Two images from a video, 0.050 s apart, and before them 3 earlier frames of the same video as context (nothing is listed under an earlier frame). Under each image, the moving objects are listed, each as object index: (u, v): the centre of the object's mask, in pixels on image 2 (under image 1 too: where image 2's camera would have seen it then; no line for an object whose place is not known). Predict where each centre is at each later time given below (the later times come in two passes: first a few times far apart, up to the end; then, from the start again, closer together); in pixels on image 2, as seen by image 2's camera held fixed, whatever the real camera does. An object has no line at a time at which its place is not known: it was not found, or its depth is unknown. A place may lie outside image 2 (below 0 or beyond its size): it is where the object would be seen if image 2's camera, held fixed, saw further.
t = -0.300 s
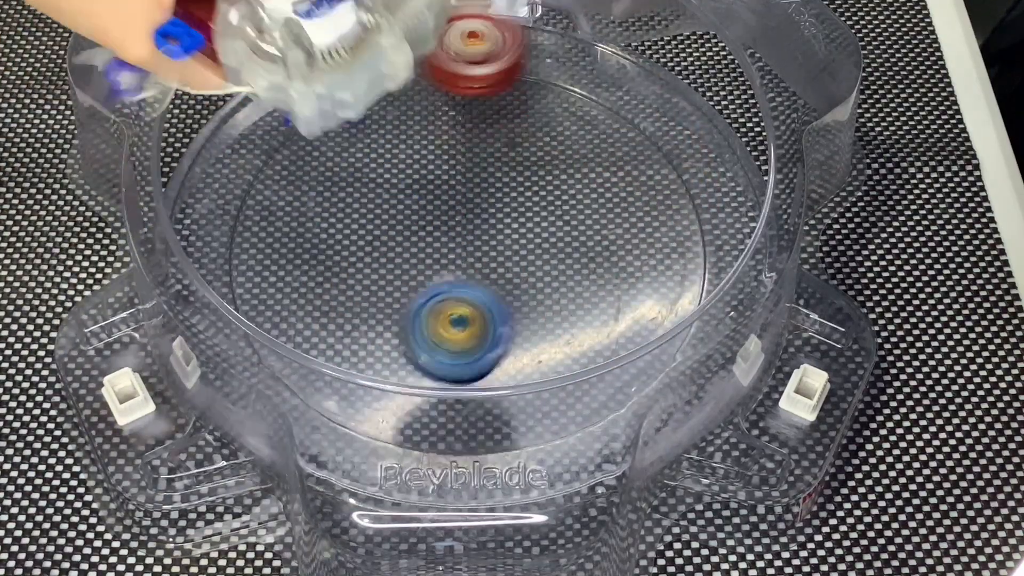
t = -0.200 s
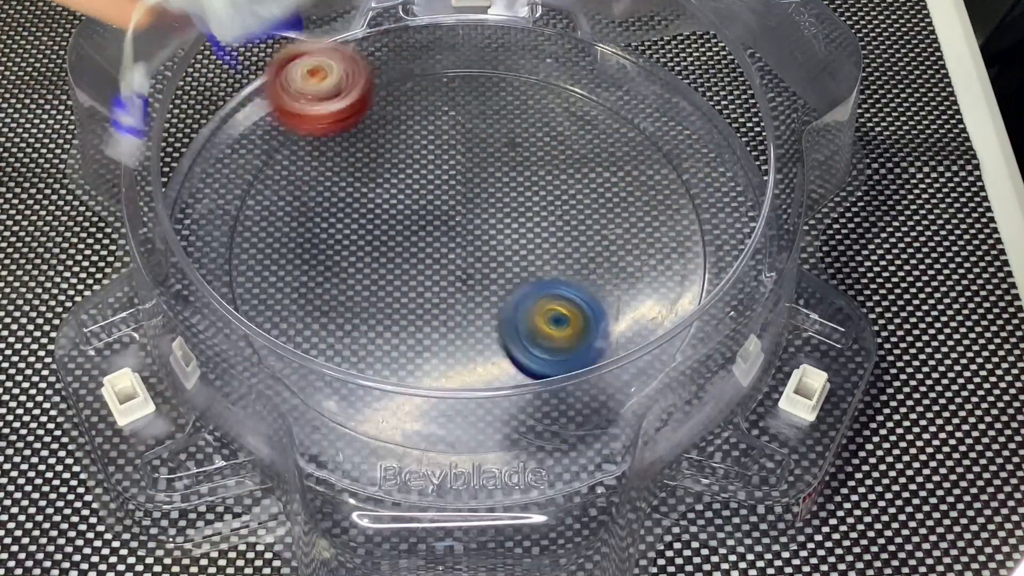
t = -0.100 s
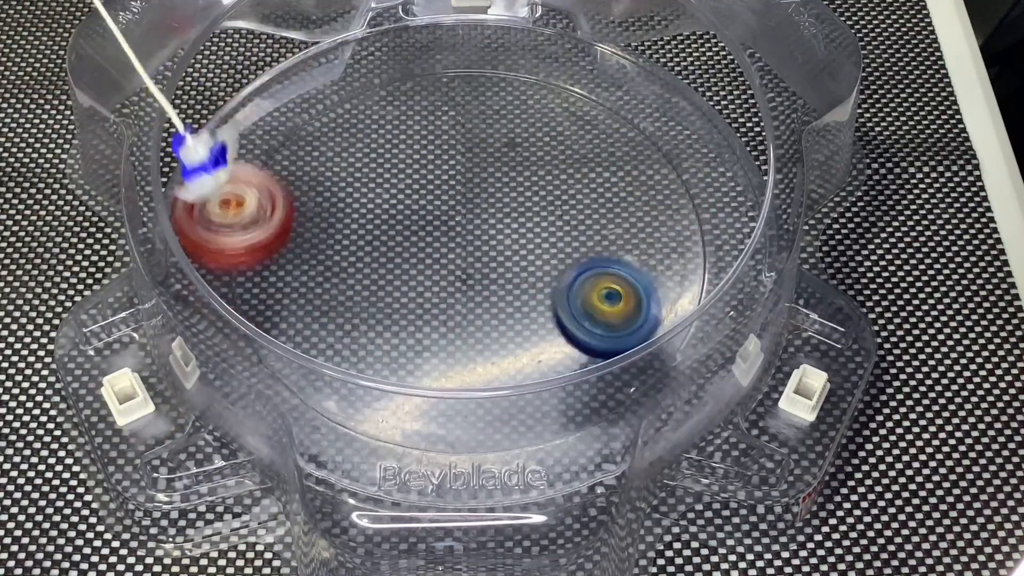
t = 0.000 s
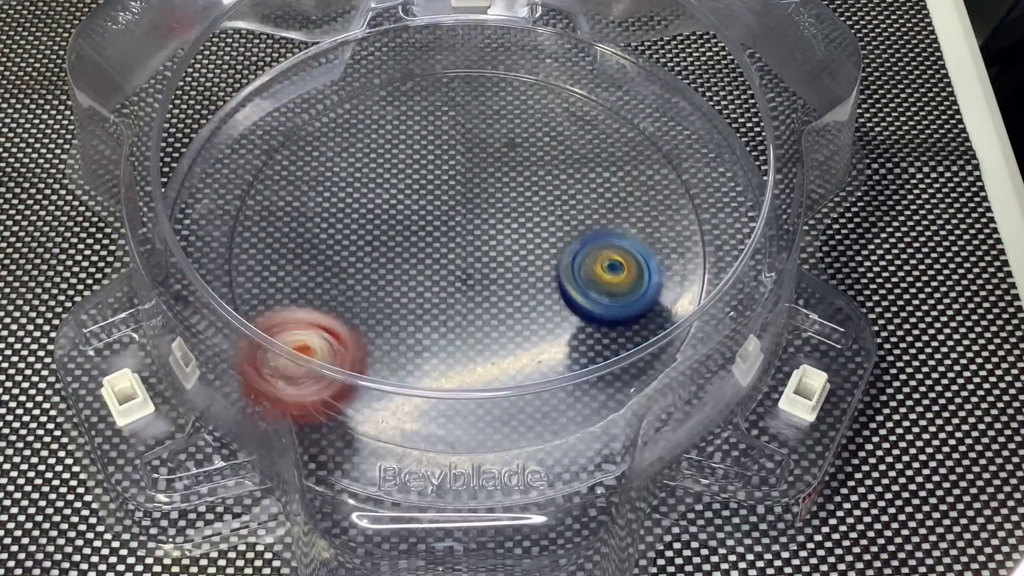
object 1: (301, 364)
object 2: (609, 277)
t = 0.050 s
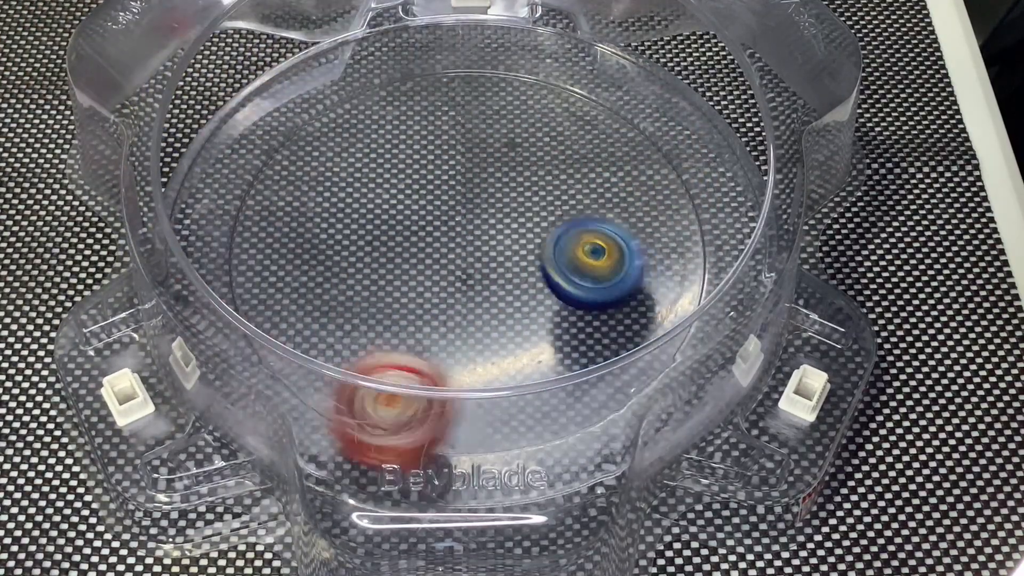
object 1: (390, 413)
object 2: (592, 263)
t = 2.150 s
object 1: (543, 57)
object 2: (359, 238)
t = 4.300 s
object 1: (344, 79)
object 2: (489, 200)
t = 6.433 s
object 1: (378, 92)
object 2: (492, 243)
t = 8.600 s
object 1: (504, 250)
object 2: (543, 94)
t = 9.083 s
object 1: (489, 383)
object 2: (506, 183)
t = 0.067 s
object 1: (429, 421)
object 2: (584, 258)
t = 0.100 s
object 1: (502, 422)
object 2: (566, 249)
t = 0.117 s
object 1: (537, 415)
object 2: (555, 245)
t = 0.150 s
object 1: (598, 391)
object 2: (532, 239)
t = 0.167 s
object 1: (626, 373)
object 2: (519, 236)
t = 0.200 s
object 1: (667, 330)
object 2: (493, 234)
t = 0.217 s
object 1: (683, 306)
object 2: (481, 234)
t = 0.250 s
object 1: (692, 253)
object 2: (454, 232)
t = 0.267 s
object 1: (698, 233)
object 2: (440, 232)
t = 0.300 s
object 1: (698, 186)
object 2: (414, 234)
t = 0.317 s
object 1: (687, 165)
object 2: (402, 234)
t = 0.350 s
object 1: (659, 125)
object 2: (381, 233)
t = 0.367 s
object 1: (642, 107)
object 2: (373, 232)
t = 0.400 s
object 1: (597, 77)
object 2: (359, 227)
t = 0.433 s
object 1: (547, 58)
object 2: (350, 222)
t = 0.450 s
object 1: (518, 53)
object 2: (348, 219)
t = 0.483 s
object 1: (458, 51)
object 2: (348, 214)
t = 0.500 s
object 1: (428, 51)
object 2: (351, 211)
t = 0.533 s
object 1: (371, 64)
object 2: (360, 205)
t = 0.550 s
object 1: (343, 75)
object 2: (367, 202)
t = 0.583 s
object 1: (296, 107)
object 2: (383, 198)
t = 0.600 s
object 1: (275, 125)
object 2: (392, 195)
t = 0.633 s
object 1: (246, 170)
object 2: (413, 194)
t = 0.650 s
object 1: (236, 193)
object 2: (426, 195)
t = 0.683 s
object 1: (237, 242)
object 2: (449, 196)
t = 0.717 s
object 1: (245, 294)
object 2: (473, 201)
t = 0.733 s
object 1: (261, 318)
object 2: (485, 205)
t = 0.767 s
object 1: (299, 361)
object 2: (507, 214)
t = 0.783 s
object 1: (322, 380)
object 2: (518, 219)
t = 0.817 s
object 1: (379, 411)
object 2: (536, 233)
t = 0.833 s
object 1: (412, 419)
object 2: (544, 241)
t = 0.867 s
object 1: (479, 422)
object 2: (556, 256)
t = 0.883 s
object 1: (511, 421)
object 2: (562, 266)
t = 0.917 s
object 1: (570, 405)
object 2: (567, 286)
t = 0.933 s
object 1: (595, 391)
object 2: (566, 294)
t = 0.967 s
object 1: (635, 364)
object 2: (553, 292)
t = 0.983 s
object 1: (643, 339)
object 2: (545, 288)
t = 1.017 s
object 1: (656, 306)
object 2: (530, 277)
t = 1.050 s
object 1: (660, 263)
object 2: (512, 266)
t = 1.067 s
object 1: (660, 245)
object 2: (503, 262)
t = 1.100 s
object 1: (653, 201)
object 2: (487, 255)
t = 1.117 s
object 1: (646, 180)
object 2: (479, 251)
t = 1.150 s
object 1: (623, 140)
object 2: (465, 245)
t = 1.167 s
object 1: (610, 122)
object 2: (459, 241)
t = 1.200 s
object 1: (579, 90)
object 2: (446, 233)
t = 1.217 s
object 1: (560, 77)
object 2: (440, 229)
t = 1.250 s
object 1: (522, 56)
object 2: (431, 219)
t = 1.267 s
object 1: (500, 48)
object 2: (428, 214)
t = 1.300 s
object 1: (454, 54)
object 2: (425, 203)
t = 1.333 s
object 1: (405, 63)
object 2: (424, 193)
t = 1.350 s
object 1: (382, 71)
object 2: (426, 187)
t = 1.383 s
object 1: (335, 87)
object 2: (431, 181)
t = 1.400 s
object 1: (312, 97)
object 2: (435, 179)
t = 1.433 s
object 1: (277, 125)
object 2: (446, 174)
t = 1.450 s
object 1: (266, 146)
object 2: (453, 173)
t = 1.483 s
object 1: (245, 184)
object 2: (466, 172)
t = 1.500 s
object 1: (237, 206)
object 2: (474, 172)
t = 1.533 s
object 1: (236, 245)
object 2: (489, 175)
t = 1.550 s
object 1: (241, 269)
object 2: (497, 176)
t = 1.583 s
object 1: (258, 313)
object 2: (512, 184)
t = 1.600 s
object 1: (271, 336)
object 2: (517, 188)
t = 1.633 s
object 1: (310, 372)
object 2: (528, 200)
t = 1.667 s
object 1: (360, 403)
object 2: (534, 215)
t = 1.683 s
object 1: (389, 414)
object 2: (535, 224)
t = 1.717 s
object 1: (449, 435)
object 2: (535, 240)
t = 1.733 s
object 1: (480, 435)
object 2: (532, 247)
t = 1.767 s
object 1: (538, 416)
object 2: (524, 263)
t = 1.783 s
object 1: (564, 407)
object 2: (518, 272)
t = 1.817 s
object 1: (613, 382)
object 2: (504, 285)
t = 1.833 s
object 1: (633, 369)
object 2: (495, 291)
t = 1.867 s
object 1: (665, 332)
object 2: (477, 300)
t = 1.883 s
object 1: (680, 314)
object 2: (468, 303)
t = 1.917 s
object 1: (699, 274)
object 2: (449, 306)
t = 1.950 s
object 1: (700, 231)
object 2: (431, 306)
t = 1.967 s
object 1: (703, 212)
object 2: (421, 305)
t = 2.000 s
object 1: (693, 175)
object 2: (402, 298)
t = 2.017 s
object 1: (683, 156)
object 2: (395, 295)
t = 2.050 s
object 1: (658, 123)
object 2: (380, 284)
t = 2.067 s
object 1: (642, 108)
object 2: (375, 278)
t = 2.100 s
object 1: (606, 82)
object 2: (366, 263)
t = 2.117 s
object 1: (586, 73)
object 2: (362, 255)
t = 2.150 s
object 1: (543, 57)
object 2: (359, 238)
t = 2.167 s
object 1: (519, 53)
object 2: (360, 232)
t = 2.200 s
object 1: (471, 50)
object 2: (365, 217)
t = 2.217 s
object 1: (446, 52)
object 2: (368, 211)
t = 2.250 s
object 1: (399, 57)
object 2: (377, 199)
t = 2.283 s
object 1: (355, 72)
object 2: (390, 189)
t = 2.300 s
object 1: (332, 83)
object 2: (396, 183)
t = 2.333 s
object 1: (296, 109)
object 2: (411, 176)
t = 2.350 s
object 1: (280, 124)
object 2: (419, 174)
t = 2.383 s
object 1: (253, 158)
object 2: (438, 169)
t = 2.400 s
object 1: (243, 178)
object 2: (447, 169)
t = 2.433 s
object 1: (232, 218)
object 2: (467, 168)
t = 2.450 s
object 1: (235, 237)
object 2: (475, 169)
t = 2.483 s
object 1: (249, 272)
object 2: (494, 177)
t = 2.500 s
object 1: (248, 299)
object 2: (503, 182)
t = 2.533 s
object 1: (271, 339)
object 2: (517, 194)
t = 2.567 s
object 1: (308, 374)
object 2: (529, 209)
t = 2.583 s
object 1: (328, 387)
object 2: (532, 218)
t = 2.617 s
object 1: (377, 411)
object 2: (538, 237)
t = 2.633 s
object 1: (403, 420)
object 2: (539, 245)
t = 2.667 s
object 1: (458, 440)
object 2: (539, 260)
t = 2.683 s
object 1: (486, 439)
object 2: (537, 267)
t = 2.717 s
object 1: (537, 417)
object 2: (533, 282)
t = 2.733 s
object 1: (562, 409)
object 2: (529, 288)
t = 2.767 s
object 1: (607, 388)
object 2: (519, 300)
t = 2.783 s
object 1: (628, 375)
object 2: (513, 306)
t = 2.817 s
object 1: (663, 345)
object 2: (497, 316)
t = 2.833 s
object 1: (676, 326)
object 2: (487, 320)
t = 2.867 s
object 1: (695, 287)
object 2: (466, 327)
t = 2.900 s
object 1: (697, 244)
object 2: (443, 329)
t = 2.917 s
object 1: (701, 226)
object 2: (431, 329)
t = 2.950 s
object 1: (699, 189)
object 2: (411, 325)
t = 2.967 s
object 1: (691, 170)
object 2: (403, 321)
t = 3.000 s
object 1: (668, 137)
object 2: (389, 311)
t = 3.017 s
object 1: (655, 121)
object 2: (384, 306)
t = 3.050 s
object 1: (622, 94)
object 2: (376, 294)
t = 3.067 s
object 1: (603, 84)
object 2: (373, 287)
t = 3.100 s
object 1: (563, 63)
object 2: (367, 273)
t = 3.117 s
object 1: (543, 59)
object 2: (366, 264)
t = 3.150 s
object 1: (496, 52)
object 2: (365, 247)
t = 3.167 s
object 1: (474, 52)
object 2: (367, 238)
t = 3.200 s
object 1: (428, 53)
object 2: (374, 221)
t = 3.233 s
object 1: (385, 63)
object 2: (384, 206)
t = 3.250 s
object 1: (364, 69)
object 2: (391, 201)
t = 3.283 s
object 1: (324, 88)
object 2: (408, 190)
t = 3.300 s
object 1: (307, 100)
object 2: (417, 185)
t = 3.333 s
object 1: (276, 127)
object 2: (437, 179)
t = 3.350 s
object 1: (263, 142)
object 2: (445, 178)
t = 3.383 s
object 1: (243, 177)
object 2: (465, 178)
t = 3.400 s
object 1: (236, 194)
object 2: (475, 178)
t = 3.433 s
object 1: (233, 232)
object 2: (495, 185)
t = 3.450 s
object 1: (238, 250)
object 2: (503, 188)
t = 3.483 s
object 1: (243, 290)
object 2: (520, 199)
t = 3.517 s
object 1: (262, 327)
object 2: (534, 214)
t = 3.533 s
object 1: (277, 343)
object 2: (539, 221)
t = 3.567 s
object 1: (310, 376)
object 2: (547, 239)
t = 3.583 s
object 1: (329, 390)
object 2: (549, 248)
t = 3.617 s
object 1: (376, 413)
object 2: (549, 265)
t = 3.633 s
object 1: (401, 420)
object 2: (547, 274)
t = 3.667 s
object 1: (454, 441)
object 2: (541, 291)
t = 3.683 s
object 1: (479, 437)
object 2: (536, 298)
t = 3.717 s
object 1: (532, 418)
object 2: (523, 310)
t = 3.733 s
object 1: (557, 412)
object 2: (514, 315)
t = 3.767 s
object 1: (602, 389)
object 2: (500, 327)
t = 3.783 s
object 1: (625, 377)
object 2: (490, 330)
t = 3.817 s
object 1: (659, 347)
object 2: (469, 335)
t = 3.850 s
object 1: (682, 308)
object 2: (448, 333)
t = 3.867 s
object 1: (692, 291)
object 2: (438, 332)
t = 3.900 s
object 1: (698, 251)
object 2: (418, 326)
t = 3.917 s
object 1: (699, 232)
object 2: (409, 321)
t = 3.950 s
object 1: (699, 196)
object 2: (394, 308)
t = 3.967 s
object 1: (692, 178)
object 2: (389, 300)
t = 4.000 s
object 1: (674, 145)
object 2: (383, 284)
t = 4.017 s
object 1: (662, 130)
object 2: (381, 276)
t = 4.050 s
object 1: (634, 103)
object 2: (381, 259)
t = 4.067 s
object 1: (618, 92)
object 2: (384, 252)
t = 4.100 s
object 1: (583, 72)
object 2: (392, 237)
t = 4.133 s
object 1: (544, 59)
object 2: (403, 224)
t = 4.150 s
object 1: (523, 55)
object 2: (410, 219)
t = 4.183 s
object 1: (482, 51)
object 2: (426, 210)
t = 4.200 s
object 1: (460, 52)
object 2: (434, 207)
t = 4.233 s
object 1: (419, 55)
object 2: (452, 202)
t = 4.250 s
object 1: (399, 58)
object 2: (461, 202)
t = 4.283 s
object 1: (362, 71)
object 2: (480, 201)
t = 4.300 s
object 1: (344, 79)
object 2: (489, 200)
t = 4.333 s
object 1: (311, 100)
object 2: (506, 205)
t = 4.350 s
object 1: (296, 112)
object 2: (514, 207)
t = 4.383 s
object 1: (270, 137)
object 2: (528, 215)
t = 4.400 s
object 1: (258, 152)
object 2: (534, 220)
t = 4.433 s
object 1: (241, 183)
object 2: (544, 232)
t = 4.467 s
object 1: (232, 217)
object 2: (551, 246)
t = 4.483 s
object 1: (233, 234)
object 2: (552, 253)
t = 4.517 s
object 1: (235, 270)
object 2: (552, 267)
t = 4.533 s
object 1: (242, 287)
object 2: (549, 275)
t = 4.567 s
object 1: (258, 322)
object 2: (542, 286)
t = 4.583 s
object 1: (271, 339)
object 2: (536, 292)
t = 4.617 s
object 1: (303, 370)
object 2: (522, 302)
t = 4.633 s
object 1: (321, 383)
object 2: (514, 306)
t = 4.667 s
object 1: (363, 408)
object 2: (499, 310)
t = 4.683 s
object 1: (387, 415)
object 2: (490, 312)
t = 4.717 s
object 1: (439, 422)
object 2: (471, 312)
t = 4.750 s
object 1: (487, 422)
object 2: (455, 311)
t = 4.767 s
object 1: (511, 420)
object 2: (448, 308)
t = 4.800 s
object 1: (560, 409)
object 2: (432, 300)
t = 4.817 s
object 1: (581, 401)
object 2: (426, 297)
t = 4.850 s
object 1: (620, 377)
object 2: (416, 286)
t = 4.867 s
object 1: (637, 365)
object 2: (412, 280)
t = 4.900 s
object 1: (664, 333)
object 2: (410, 269)
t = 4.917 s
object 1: (673, 315)
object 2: (410, 262)
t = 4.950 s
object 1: (689, 282)
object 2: (412, 249)
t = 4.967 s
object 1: (690, 263)
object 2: (413, 243)
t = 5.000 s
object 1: (692, 230)
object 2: (422, 230)
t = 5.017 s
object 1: (689, 213)
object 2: (426, 225)
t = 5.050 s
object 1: (678, 180)
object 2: (437, 215)
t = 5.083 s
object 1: (659, 151)
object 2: (450, 207)
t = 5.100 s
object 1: (647, 137)
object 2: (456, 204)
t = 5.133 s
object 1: (619, 114)
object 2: (470, 199)
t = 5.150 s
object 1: (604, 104)
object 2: (479, 197)
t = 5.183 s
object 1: (571, 87)
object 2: (493, 196)
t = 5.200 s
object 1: (552, 80)
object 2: (501, 196)
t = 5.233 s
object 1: (515, 71)
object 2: (516, 199)
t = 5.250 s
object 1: (496, 69)
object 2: (522, 200)
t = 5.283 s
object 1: (456, 68)
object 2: (533, 207)
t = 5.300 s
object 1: (438, 70)
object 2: (538, 211)
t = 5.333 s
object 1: (398, 76)
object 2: (546, 220)
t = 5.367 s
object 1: (363, 89)
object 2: (550, 233)
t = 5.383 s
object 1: (347, 97)
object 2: (550, 239)
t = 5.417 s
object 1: (316, 116)
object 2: (549, 251)
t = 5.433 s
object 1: (302, 126)
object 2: (546, 256)
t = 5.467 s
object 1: (278, 152)
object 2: (537, 266)
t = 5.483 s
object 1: (267, 166)
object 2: (532, 272)
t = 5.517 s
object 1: (253, 197)
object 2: (521, 278)
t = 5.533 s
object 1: (249, 213)
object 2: (514, 281)
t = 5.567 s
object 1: (246, 244)
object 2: (499, 282)
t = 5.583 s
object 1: (249, 259)
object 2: (491, 283)
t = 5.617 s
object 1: (254, 294)
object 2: (477, 283)
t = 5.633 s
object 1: (262, 309)
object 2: (471, 282)
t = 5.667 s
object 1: (282, 340)
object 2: (458, 277)
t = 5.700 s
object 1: (310, 367)
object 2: (446, 271)
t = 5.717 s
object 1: (326, 379)
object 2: (443, 267)
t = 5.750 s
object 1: (365, 400)
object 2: (436, 258)
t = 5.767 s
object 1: (386, 407)
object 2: (433, 254)
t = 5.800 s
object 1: (431, 415)
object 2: (430, 245)
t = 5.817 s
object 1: (454, 416)
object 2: (429, 242)
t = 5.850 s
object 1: (499, 412)
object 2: (429, 233)
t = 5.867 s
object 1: (519, 408)
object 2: (429, 227)
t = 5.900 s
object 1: (561, 392)
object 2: (431, 220)
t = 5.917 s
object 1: (580, 381)
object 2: (434, 216)
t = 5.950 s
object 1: (611, 357)
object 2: (439, 209)
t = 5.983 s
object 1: (635, 329)
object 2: (445, 203)
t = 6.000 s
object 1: (643, 313)
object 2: (449, 202)
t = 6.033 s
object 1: (655, 280)
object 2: (457, 198)
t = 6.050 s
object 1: (661, 266)
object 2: (461, 195)
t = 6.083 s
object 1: (663, 234)
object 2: (468, 194)
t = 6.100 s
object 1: (660, 218)
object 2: (471, 195)
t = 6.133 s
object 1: (650, 188)
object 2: (480, 197)
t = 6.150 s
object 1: (642, 174)
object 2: (485, 198)
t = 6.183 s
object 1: (621, 148)
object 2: (493, 200)
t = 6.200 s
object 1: (609, 136)
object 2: (495, 201)
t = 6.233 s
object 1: (584, 115)
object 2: (499, 205)
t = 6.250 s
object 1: (569, 107)
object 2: (502, 208)
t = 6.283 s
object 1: (537, 92)
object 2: (506, 216)
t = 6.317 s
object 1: (501, 83)
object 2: (506, 221)
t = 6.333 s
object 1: (484, 80)
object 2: (505, 225)
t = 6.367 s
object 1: (449, 79)
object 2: (503, 233)
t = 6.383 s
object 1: (430, 80)
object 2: (501, 236)
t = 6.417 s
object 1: (394, 86)
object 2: (496, 241)
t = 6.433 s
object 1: (378, 92)
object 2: (492, 243)
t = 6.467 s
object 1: (346, 108)
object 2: (486, 249)
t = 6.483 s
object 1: (332, 116)
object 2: (484, 250)
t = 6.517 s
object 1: (306, 136)
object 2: (478, 253)
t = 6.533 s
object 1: (295, 149)
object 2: (474, 254)
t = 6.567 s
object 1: (277, 175)
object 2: (467, 256)
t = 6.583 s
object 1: (269, 189)
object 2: (464, 257)
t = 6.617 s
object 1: (261, 217)
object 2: (459, 258)
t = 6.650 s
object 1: (261, 249)
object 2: (452, 259)
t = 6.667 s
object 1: (265, 264)
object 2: (448, 259)
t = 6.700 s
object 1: (282, 291)
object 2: (445, 259)
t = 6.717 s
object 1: (288, 307)
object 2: (443, 258)
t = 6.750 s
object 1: (310, 335)
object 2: (438, 255)
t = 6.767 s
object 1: (327, 346)
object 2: (435, 253)
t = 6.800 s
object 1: (360, 365)
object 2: (431, 251)
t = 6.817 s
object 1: (377, 373)
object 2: (430, 250)
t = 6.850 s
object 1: (418, 383)
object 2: (429, 247)
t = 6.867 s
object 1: (439, 385)
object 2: (427, 245)
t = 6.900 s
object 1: (480, 384)
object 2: (422, 242)
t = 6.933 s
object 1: (518, 376)
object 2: (423, 242)
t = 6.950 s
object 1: (537, 371)
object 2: (423, 240)
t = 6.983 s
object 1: (570, 351)
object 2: (422, 237)
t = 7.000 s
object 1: (584, 341)
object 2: (421, 235)
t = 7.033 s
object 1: (606, 313)
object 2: (421, 234)
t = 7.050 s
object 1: (618, 302)
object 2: (422, 234)
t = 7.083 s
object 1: (633, 276)
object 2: (425, 231)
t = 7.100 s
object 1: (637, 261)
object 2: (426, 229)
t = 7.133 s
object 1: (640, 233)
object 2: (426, 228)
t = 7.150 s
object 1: (639, 218)
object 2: (426, 228)
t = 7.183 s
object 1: (630, 189)
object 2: (431, 228)
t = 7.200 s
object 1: (623, 176)
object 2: (434, 228)
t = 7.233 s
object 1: (605, 152)
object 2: (438, 226)
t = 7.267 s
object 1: (581, 132)
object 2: (440, 225)
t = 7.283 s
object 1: (568, 123)
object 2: (442, 226)
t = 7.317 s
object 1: (540, 110)
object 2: (446, 228)
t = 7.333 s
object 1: (523, 104)
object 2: (449, 229)
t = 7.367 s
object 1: (491, 98)
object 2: (452, 228)
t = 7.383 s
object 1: (475, 97)
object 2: (452, 229)
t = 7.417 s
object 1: (441, 99)
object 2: (453, 231)
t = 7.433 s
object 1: (426, 102)
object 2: (454, 233)
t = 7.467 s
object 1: (395, 112)
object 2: (455, 234)
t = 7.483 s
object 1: (381, 119)
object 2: (455, 234)
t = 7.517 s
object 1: (356, 136)
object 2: (454, 236)
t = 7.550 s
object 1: (334, 157)
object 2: (455, 239)
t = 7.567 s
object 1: (326, 169)
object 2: (456, 241)
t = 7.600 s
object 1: (313, 194)
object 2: (458, 241)
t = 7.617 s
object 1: (308, 207)
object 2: (458, 241)
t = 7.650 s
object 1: (305, 234)
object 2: (458, 244)
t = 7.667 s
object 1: (306, 248)
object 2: (459, 247)
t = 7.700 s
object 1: (314, 276)
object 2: (462, 250)
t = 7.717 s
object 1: (320, 288)
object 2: (464, 250)
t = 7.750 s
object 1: (339, 311)
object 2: (464, 251)
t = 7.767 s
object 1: (351, 320)
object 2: (464, 252)
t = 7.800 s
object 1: (378, 334)
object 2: (467, 256)
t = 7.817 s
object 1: (395, 340)
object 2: (469, 257)
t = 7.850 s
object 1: (425, 346)
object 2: (474, 258)
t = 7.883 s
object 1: (457, 349)
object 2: (476, 257)
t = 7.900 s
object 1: (472, 349)
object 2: (476, 258)
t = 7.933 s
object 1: (503, 345)
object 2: (477, 260)
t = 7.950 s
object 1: (517, 342)
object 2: (477, 262)
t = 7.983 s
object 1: (559, 354)
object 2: (465, 248)
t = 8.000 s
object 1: (586, 363)
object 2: (451, 232)
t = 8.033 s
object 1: (638, 374)
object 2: (426, 201)
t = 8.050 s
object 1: (646, 364)
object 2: (414, 187)
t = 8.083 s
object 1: (660, 347)
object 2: (398, 161)
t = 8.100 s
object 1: (666, 343)
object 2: (393, 148)
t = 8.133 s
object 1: (678, 334)
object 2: (388, 124)
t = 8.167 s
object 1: (683, 319)
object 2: (392, 103)
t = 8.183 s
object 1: (686, 312)
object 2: (396, 95)
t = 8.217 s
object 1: (689, 299)
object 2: (409, 80)
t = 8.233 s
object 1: (691, 294)
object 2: (417, 73)
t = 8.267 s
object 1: (690, 280)
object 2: (435, 64)
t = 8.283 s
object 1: (680, 270)
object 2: (444, 62)
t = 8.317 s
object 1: (674, 262)
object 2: (462, 61)
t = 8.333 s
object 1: (668, 258)
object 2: (470, 62)
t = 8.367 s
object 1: (649, 247)
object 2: (483, 65)
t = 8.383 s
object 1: (639, 242)
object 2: (490, 70)
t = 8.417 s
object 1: (618, 234)
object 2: (502, 78)
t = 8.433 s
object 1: (608, 229)
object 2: (507, 81)
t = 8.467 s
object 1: (587, 223)
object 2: (519, 91)
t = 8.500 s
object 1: (567, 217)
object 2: (527, 103)
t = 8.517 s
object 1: (557, 215)
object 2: (531, 111)
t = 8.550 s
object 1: (536, 216)
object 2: (537, 119)
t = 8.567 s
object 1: (526, 229)
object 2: (538, 109)
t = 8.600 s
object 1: (504, 250)
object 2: (543, 94)
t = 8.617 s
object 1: (494, 260)
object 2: (546, 89)
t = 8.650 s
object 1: (477, 277)
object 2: (549, 85)
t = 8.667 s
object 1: (469, 285)
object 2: (551, 86)
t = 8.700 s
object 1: (455, 301)
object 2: (553, 93)
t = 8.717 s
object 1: (450, 310)
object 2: (555, 97)
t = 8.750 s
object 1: (442, 327)
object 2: (560, 105)
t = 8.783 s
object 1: (436, 341)
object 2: (563, 117)
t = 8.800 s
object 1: (436, 345)
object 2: (564, 122)
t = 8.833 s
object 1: (435, 353)
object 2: (563, 131)
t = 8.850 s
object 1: (435, 366)
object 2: (562, 136)
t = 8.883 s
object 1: (439, 379)
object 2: (558, 145)
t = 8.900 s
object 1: (441, 385)
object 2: (555, 149)
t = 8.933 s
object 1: (449, 389)
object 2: (547, 157)
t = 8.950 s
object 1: (452, 390)
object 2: (544, 161)
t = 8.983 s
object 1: (461, 389)
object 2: (535, 167)
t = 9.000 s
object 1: (466, 390)
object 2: (531, 170)
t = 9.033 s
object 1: (476, 390)
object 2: (522, 175)
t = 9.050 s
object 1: (480, 387)
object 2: (516, 177)
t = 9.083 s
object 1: (489, 383)
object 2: (506, 183)
